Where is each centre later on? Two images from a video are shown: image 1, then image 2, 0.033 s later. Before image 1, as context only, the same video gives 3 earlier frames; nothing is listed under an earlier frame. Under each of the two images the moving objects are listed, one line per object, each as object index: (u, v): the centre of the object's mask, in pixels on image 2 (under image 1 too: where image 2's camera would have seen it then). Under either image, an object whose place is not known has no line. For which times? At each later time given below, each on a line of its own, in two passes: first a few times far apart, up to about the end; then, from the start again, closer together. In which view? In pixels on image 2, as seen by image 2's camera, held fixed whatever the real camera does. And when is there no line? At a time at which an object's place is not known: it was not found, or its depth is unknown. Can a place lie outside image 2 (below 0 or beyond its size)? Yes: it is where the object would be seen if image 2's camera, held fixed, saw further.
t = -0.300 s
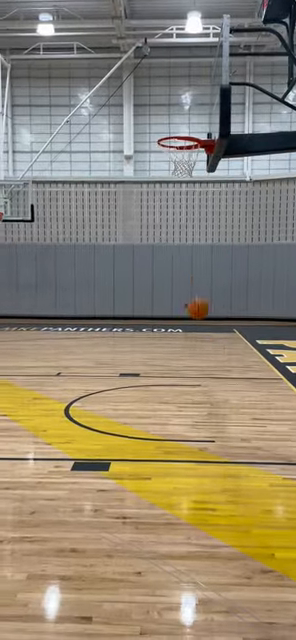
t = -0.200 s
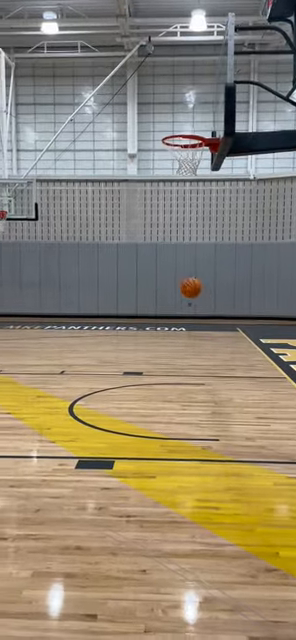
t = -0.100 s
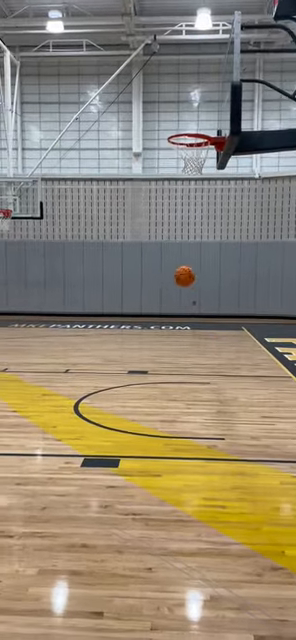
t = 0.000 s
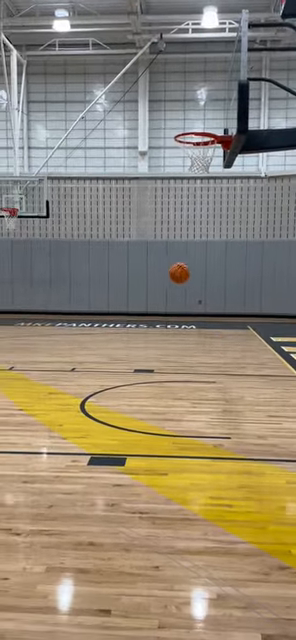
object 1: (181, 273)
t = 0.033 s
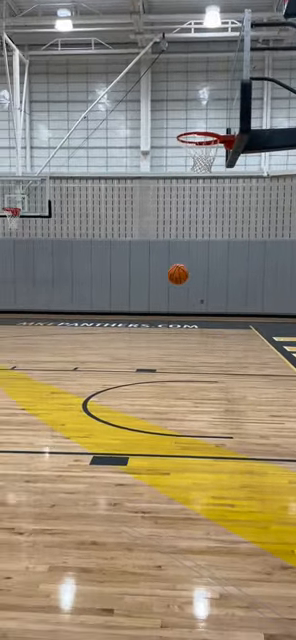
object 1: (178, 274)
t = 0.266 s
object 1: (154, 307)
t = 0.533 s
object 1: (125, 385)
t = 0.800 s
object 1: (109, 327)
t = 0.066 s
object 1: (174, 276)
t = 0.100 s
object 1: (171, 278)
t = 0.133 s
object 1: (167, 283)
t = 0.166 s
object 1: (164, 287)
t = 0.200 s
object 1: (160, 293)
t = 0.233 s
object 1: (157, 300)
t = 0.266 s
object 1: (154, 307)
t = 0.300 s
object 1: (150, 315)
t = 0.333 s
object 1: (146, 324)
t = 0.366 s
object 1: (143, 334)
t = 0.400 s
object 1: (140, 345)
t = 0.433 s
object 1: (136, 356)
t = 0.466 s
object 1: (132, 368)
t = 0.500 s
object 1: (129, 381)
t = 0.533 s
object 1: (125, 385)
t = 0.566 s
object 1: (123, 374)
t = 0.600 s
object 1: (121, 365)
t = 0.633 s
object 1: (119, 356)
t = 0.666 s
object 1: (117, 349)
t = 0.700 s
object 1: (115, 342)
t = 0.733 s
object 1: (114, 337)
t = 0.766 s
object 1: (111, 331)
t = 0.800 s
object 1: (109, 327)
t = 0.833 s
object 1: (107, 324)
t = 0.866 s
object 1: (104, 321)
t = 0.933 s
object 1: (102, 320)
